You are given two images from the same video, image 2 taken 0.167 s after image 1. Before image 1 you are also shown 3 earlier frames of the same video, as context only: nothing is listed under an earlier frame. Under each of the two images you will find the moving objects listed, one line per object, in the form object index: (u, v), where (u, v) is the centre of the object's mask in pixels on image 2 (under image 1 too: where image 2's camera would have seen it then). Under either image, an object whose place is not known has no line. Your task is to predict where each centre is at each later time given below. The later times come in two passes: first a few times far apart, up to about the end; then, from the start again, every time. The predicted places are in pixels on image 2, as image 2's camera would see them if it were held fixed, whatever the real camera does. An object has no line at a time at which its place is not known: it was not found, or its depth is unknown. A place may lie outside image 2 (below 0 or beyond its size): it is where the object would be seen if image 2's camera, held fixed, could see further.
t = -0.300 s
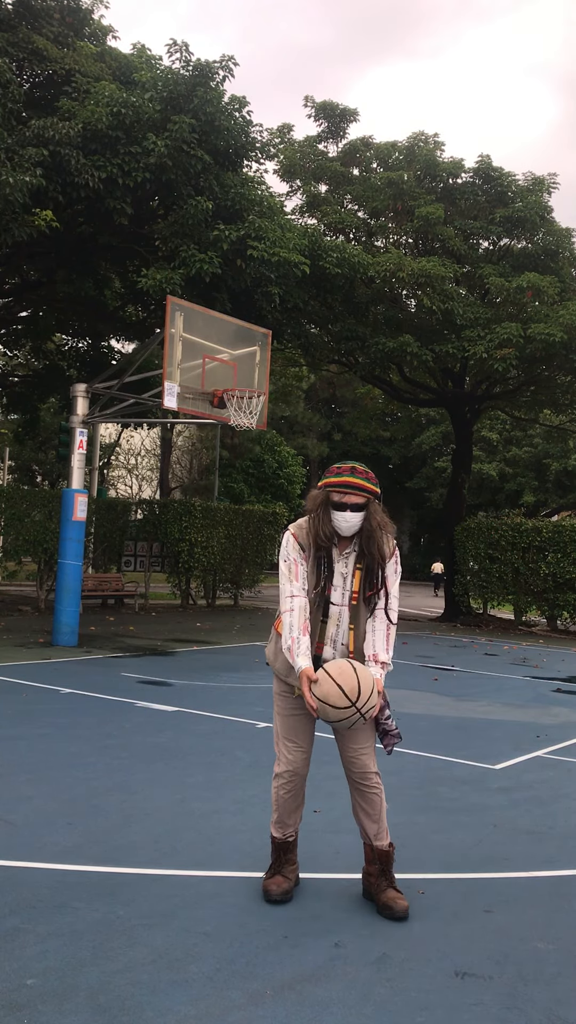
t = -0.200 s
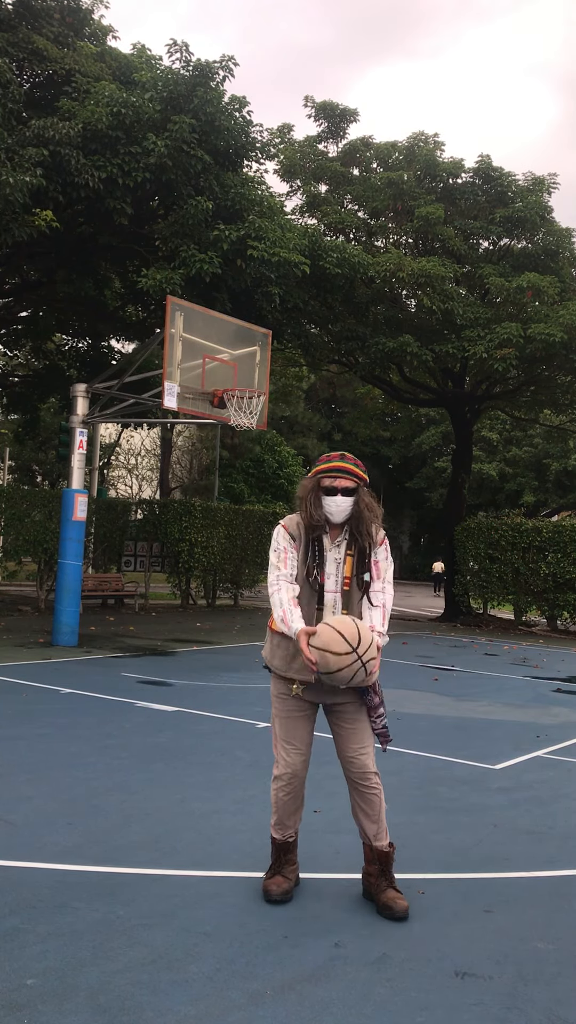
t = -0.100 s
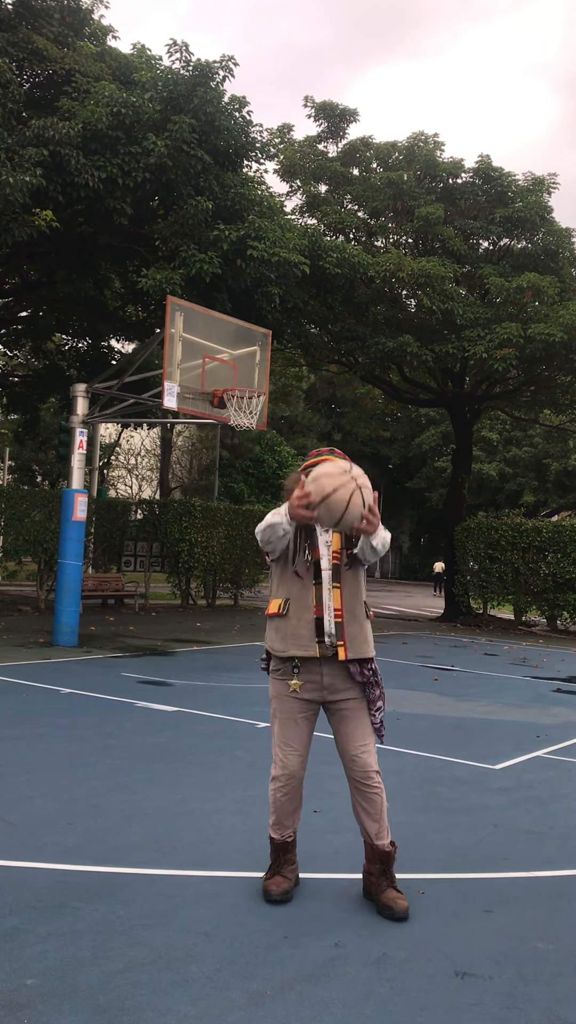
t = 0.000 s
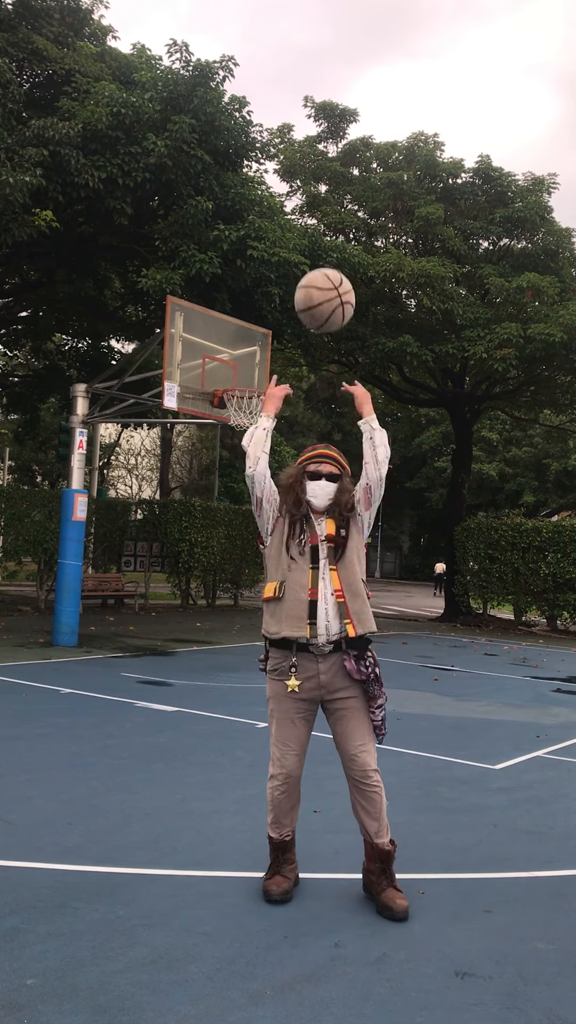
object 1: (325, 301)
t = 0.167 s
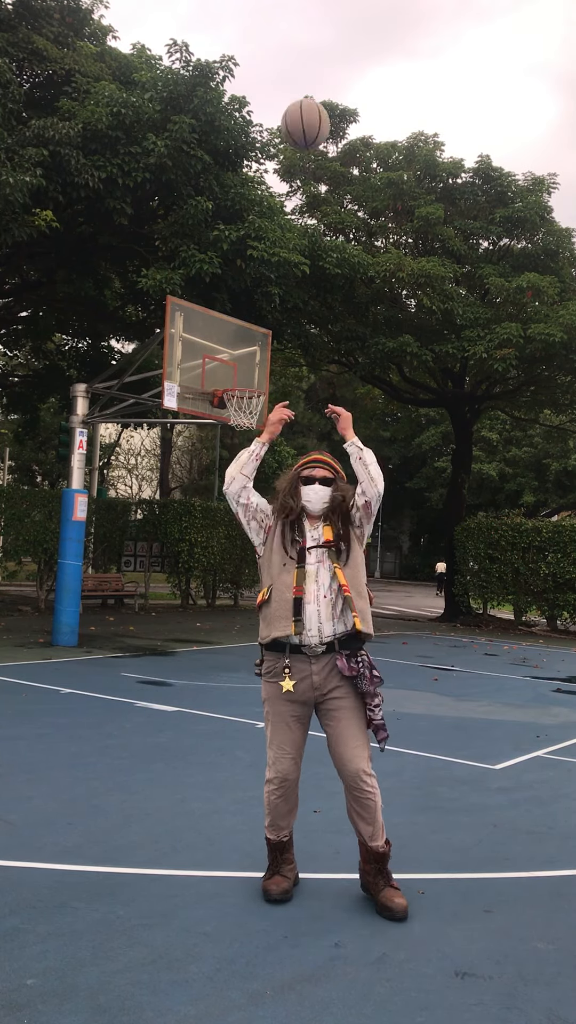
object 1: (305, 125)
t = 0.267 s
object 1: (295, 73)
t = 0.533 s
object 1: (275, 38)
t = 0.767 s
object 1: (262, 83)
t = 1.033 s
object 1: (247, 184)
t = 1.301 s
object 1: (233, 320)
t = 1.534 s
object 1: (275, 378)
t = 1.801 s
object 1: (373, 401)
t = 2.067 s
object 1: (474, 497)
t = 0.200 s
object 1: (302, 105)
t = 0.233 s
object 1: (299, 87)
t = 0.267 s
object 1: (295, 73)
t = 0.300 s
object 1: (293, 62)
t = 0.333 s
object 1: (290, 52)
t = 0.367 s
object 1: (287, 45)
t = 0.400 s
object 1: (285, 40)
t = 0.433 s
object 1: (282, 37)
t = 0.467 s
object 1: (280, 36)
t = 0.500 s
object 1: (277, 37)
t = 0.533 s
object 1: (275, 38)
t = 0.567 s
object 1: (273, 41)
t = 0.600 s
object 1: (271, 46)
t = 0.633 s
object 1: (269, 51)
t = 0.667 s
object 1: (267, 58)
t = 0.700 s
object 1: (265, 65)
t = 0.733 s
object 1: (264, 74)
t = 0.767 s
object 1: (262, 83)
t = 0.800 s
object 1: (260, 93)
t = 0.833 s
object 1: (258, 104)
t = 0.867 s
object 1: (257, 116)
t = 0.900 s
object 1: (254, 129)
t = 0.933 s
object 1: (252, 142)
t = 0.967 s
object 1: (251, 155)
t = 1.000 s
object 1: (249, 169)
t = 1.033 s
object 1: (247, 184)
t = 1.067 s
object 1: (245, 200)
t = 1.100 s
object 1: (243, 216)
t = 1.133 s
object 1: (241, 232)
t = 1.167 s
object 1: (240, 249)
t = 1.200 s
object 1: (238, 266)
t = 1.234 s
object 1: (236, 284)
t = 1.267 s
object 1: (235, 302)
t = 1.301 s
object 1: (233, 320)
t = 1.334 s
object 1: (231, 339)
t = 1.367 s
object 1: (230, 358)
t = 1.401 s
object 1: (230, 375)
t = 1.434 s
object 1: (240, 383)
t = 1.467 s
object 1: (251, 381)
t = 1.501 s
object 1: (264, 380)
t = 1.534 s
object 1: (275, 378)
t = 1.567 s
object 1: (287, 378)
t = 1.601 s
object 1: (299, 377)
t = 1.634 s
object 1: (311, 379)
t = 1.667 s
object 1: (323, 381)
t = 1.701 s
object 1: (335, 385)
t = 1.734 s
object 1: (348, 389)
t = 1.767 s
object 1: (360, 394)
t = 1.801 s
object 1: (373, 401)
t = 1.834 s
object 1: (385, 408)
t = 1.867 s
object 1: (398, 418)
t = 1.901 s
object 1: (410, 427)
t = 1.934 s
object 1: (423, 439)
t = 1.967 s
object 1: (436, 451)
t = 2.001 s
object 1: (449, 465)
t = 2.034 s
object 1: (462, 480)
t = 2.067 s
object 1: (474, 497)
